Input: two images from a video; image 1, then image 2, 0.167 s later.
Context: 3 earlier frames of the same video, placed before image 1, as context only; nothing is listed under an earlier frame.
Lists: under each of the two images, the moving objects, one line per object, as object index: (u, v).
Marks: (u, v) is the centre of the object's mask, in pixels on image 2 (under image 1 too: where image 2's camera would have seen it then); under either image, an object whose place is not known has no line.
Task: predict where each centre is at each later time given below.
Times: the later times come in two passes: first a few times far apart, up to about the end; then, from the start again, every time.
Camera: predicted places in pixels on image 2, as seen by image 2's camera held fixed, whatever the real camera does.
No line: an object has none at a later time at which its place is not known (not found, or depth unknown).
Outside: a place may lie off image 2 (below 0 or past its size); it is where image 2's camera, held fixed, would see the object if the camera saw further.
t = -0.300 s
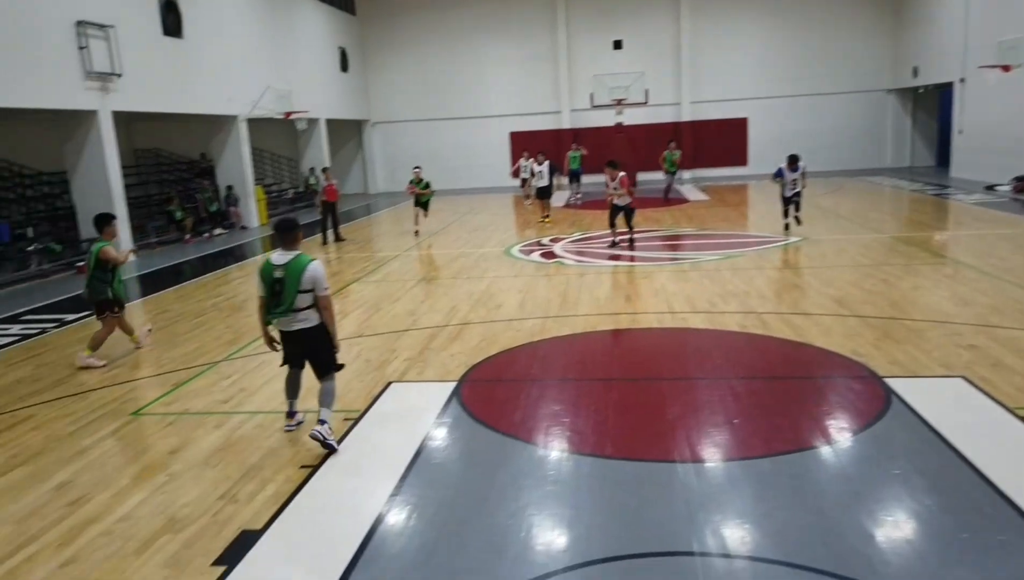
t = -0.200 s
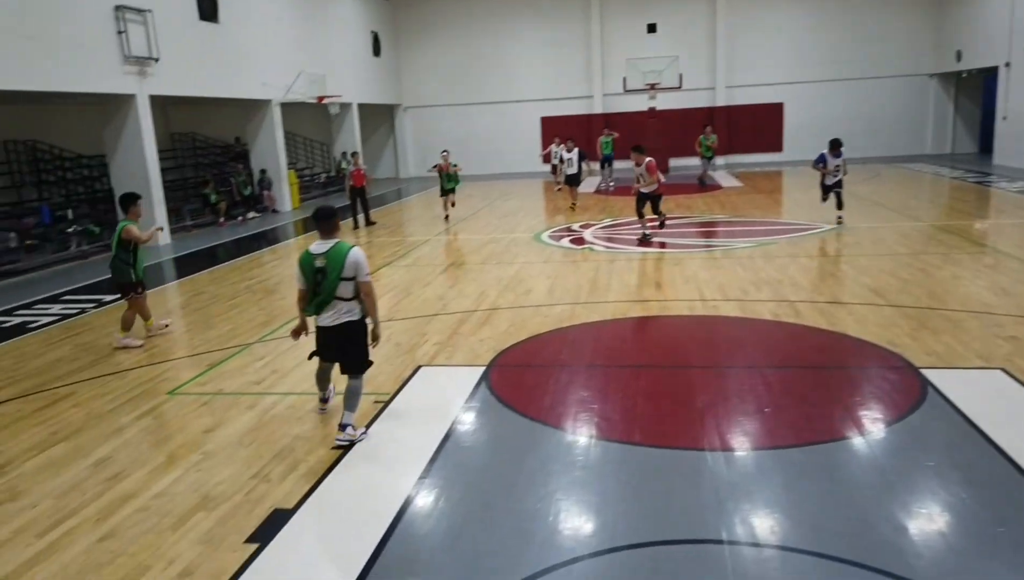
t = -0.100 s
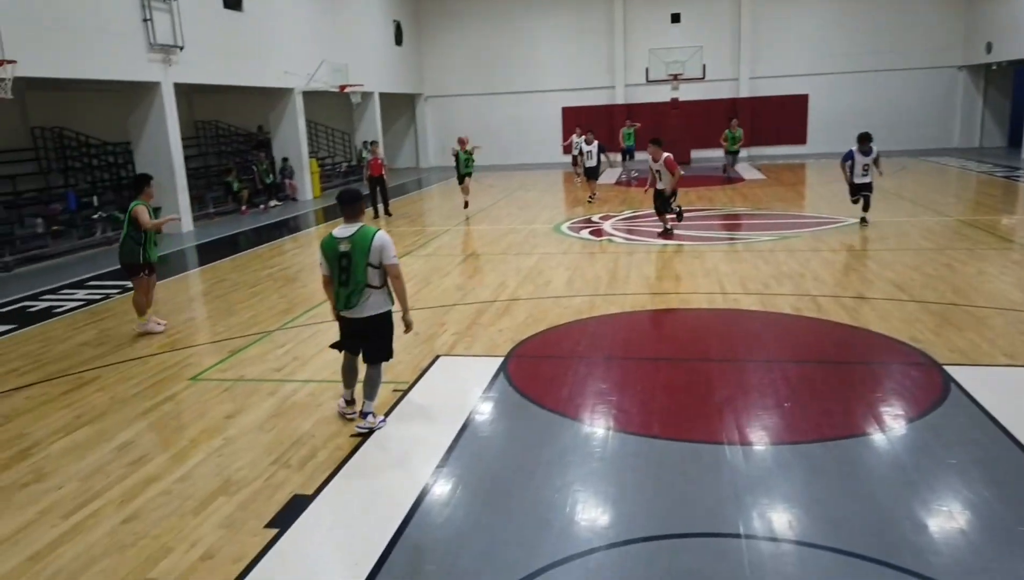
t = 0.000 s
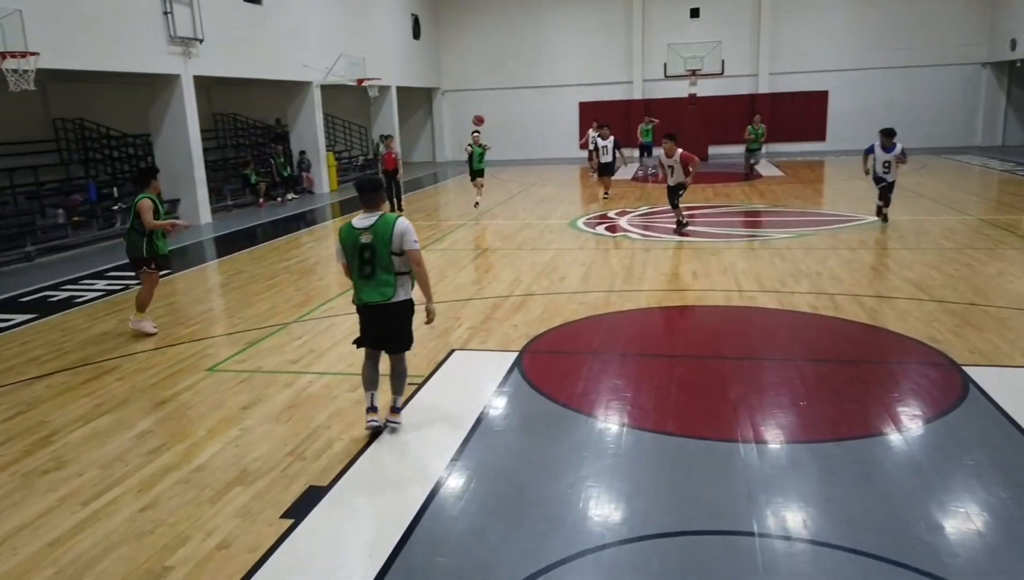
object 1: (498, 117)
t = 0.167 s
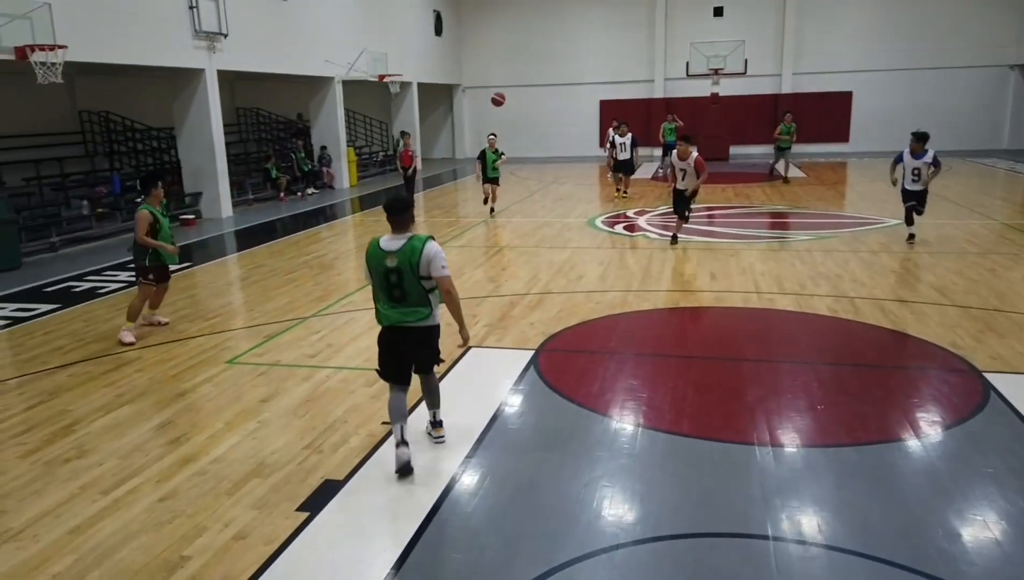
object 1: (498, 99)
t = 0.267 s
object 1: (497, 96)
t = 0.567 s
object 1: (503, 133)
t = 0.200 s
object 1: (498, 97)
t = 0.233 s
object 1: (498, 96)
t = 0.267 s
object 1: (497, 96)
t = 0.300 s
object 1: (498, 96)
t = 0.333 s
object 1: (498, 97)
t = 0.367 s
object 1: (498, 99)
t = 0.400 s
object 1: (499, 102)
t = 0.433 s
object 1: (499, 105)
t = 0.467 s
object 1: (500, 110)
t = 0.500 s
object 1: (501, 116)
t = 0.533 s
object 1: (502, 124)
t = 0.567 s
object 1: (503, 133)
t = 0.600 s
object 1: (503, 143)
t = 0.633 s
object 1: (504, 156)
